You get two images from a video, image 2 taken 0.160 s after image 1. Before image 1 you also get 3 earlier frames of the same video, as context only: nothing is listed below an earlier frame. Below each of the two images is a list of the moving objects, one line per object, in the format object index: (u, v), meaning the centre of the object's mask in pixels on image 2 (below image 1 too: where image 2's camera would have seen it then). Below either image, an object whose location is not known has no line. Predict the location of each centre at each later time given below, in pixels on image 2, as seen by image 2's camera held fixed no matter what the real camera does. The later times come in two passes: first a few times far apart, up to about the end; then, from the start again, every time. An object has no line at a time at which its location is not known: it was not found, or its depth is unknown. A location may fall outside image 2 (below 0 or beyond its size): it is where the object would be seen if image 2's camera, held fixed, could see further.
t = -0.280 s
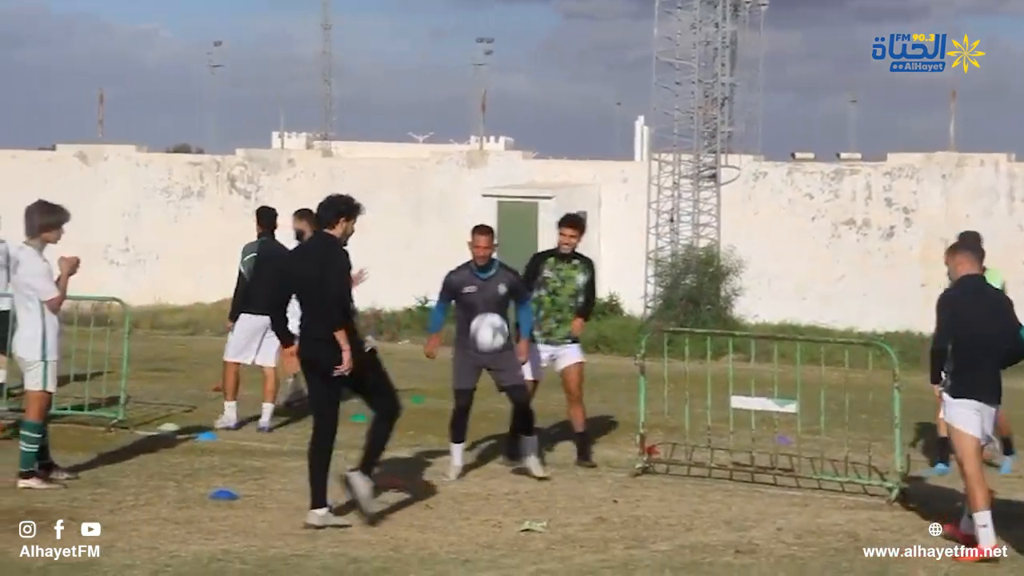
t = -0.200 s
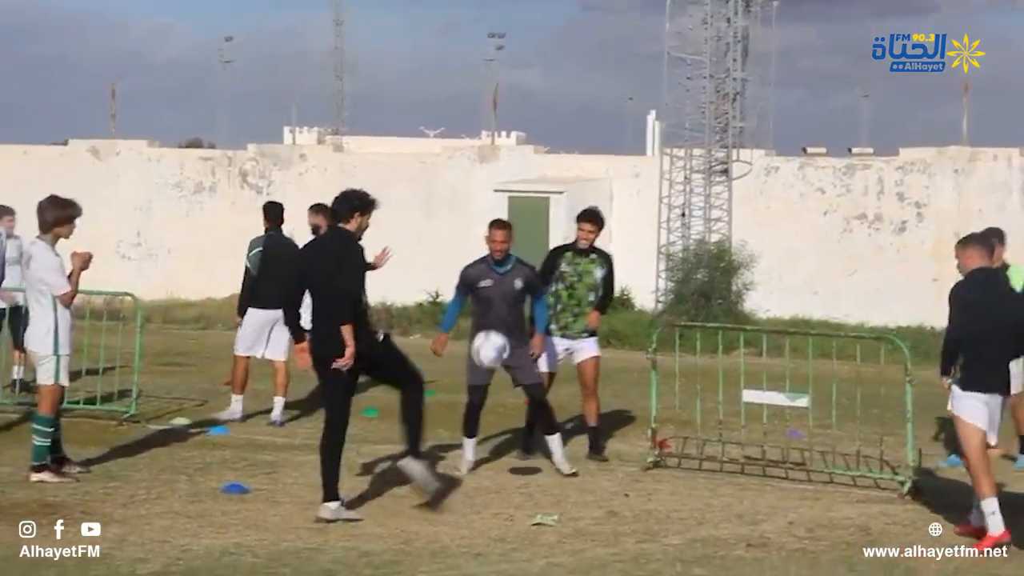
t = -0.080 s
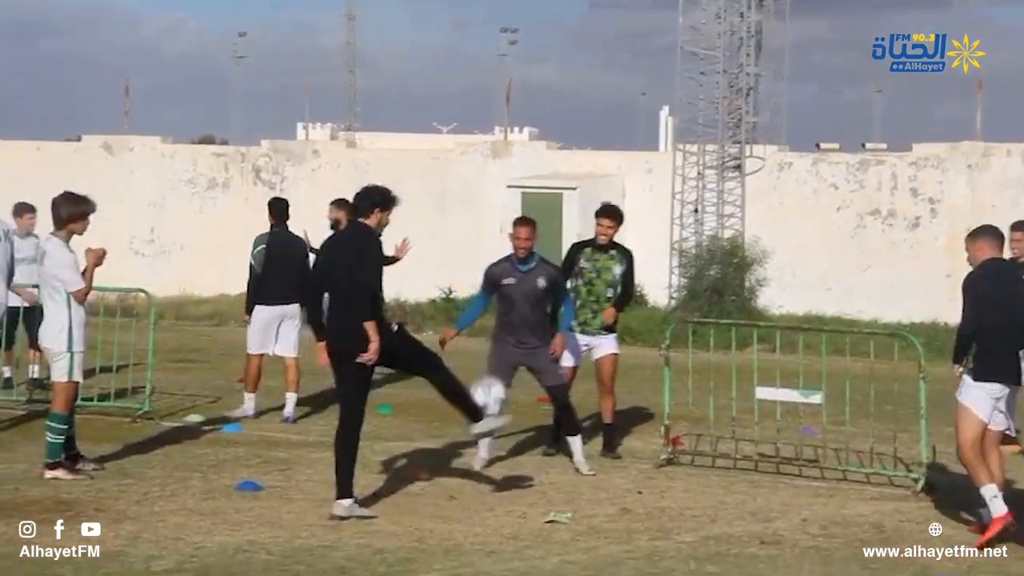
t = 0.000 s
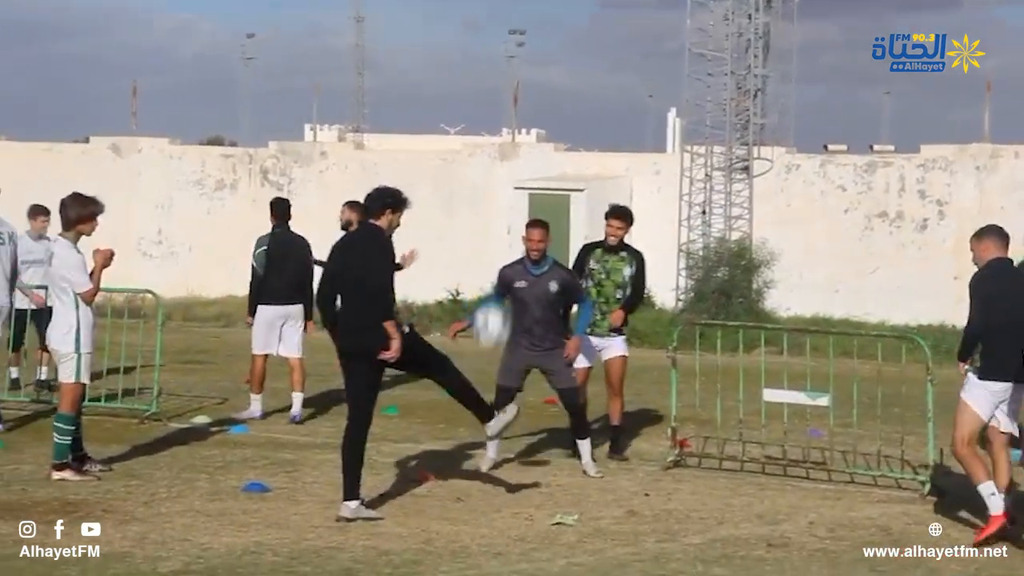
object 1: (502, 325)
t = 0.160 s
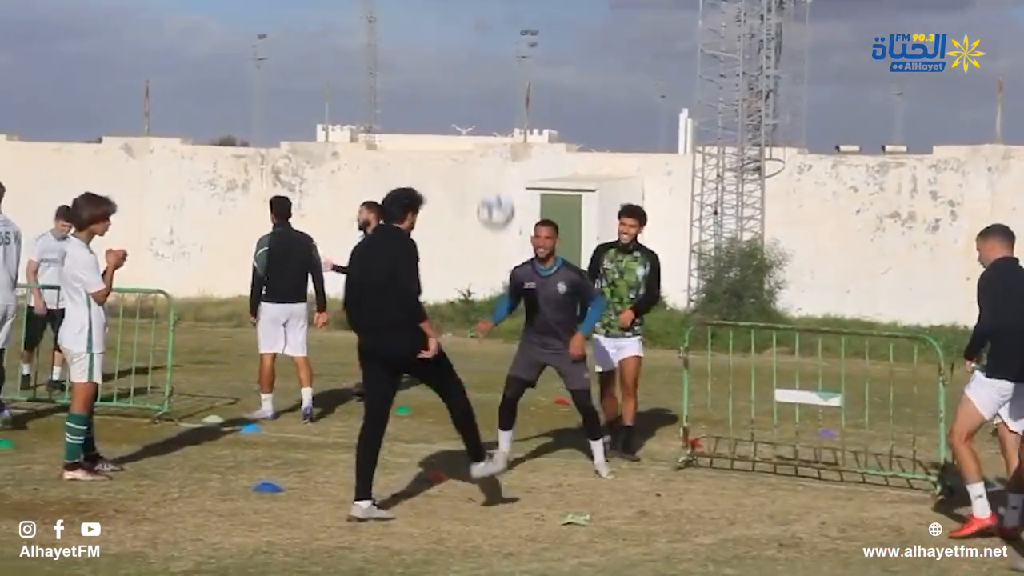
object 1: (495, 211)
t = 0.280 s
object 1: (492, 153)
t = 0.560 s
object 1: (481, 111)
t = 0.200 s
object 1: (494, 189)
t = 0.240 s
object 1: (493, 169)
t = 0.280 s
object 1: (492, 153)
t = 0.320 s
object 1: (489, 140)
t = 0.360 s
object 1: (487, 128)
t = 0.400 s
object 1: (486, 120)
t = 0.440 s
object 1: (486, 114)
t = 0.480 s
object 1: (484, 111)
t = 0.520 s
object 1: (483, 109)
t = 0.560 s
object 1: (481, 111)
